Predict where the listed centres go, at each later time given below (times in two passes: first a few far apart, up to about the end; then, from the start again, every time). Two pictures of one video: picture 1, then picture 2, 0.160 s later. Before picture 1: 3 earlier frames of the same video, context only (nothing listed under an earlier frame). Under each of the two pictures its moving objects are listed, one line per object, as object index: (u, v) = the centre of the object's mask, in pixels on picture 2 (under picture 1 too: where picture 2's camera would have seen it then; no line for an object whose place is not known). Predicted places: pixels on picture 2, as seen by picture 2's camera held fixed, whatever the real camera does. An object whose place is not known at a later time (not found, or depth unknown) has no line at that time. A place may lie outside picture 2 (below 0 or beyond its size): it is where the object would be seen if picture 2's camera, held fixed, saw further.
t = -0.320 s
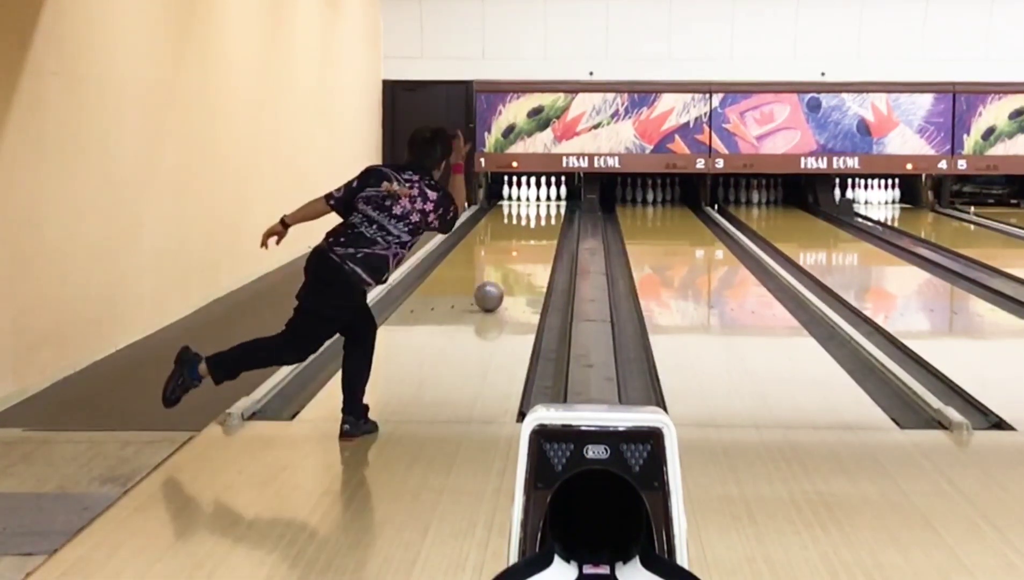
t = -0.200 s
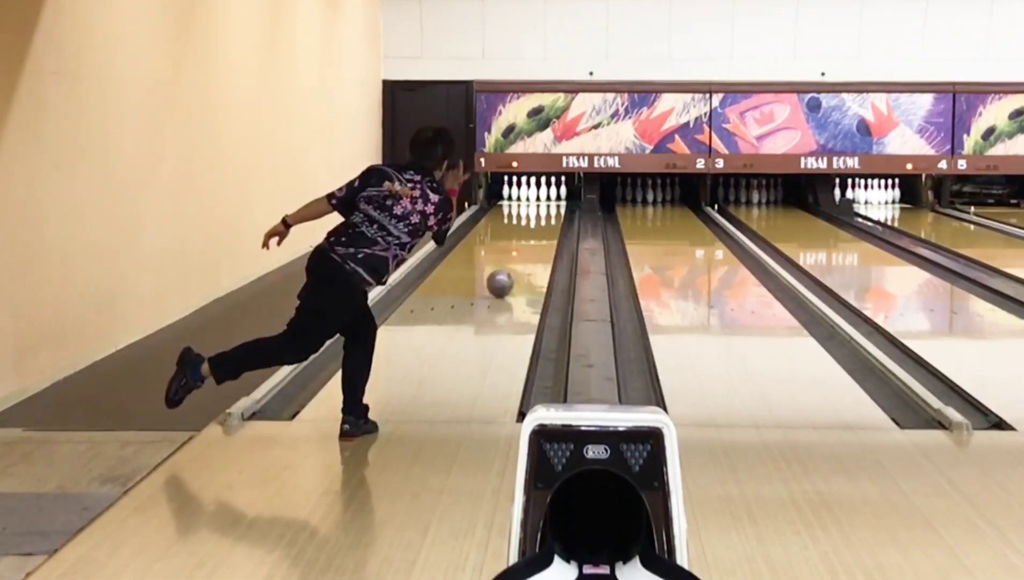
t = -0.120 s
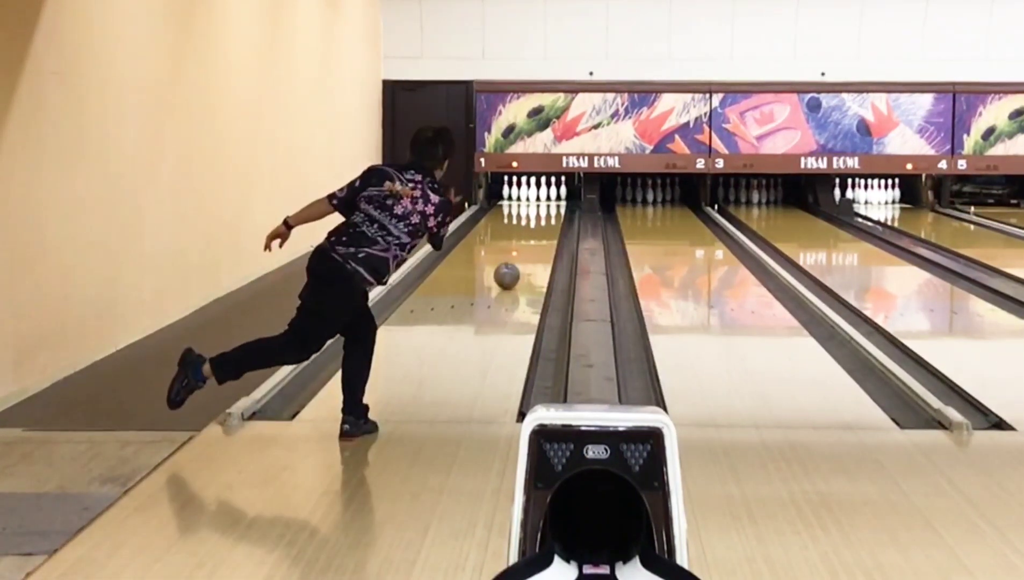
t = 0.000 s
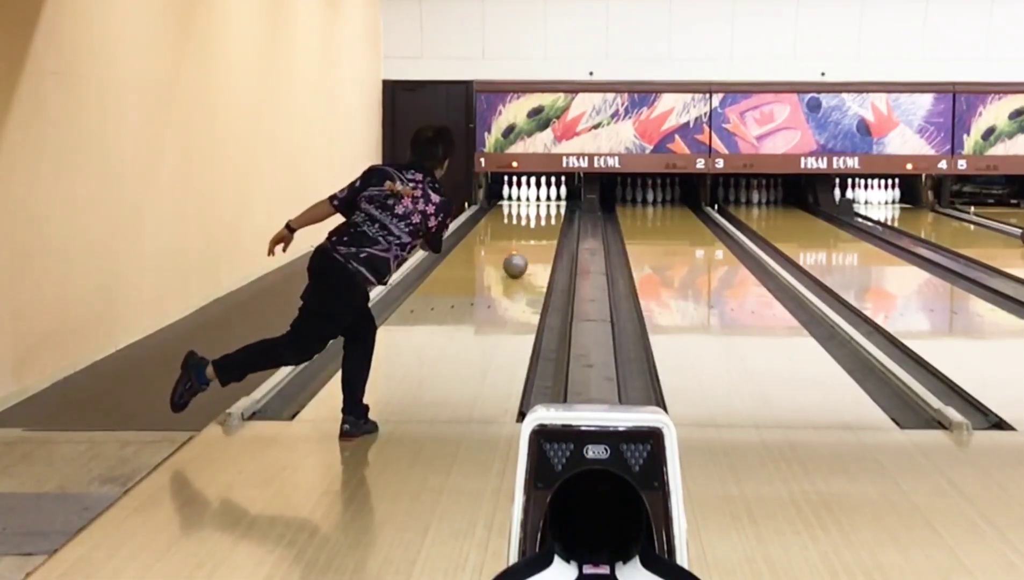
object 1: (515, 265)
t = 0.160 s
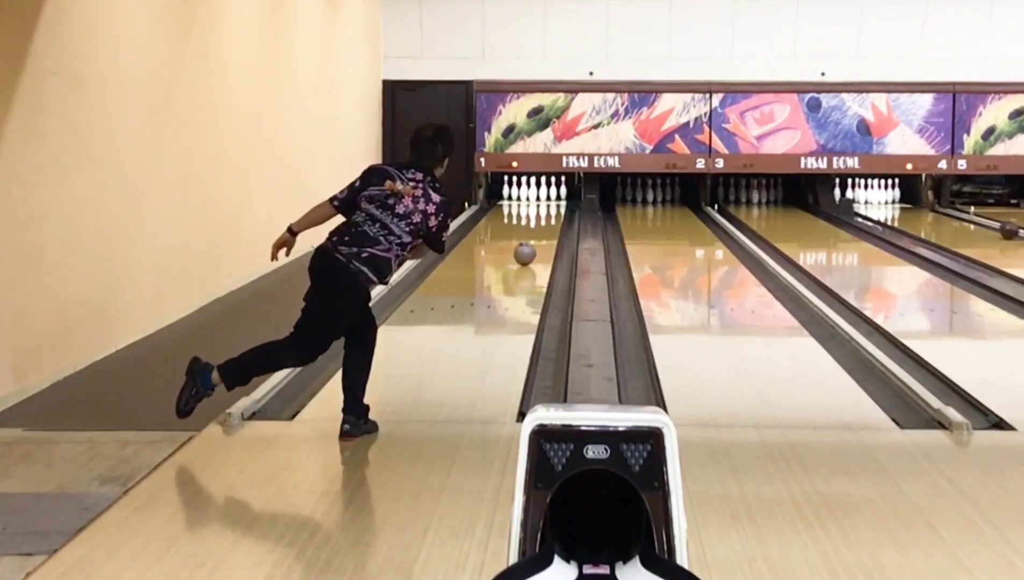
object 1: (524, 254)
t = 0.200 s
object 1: (527, 251)
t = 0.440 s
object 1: (538, 237)
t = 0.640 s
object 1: (543, 228)
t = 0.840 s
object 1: (546, 219)
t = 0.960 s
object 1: (547, 215)
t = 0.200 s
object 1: (527, 251)
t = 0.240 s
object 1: (528, 249)
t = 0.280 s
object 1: (531, 245)
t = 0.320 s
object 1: (533, 243)
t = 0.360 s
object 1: (534, 241)
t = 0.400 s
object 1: (536, 239)
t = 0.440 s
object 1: (538, 237)
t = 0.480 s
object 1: (539, 235)
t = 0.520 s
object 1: (540, 233)
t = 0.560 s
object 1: (541, 230)
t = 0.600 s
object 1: (542, 229)
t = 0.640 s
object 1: (543, 228)
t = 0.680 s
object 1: (544, 225)
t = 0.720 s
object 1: (544, 224)
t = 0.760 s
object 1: (545, 222)
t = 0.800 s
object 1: (546, 220)
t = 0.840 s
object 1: (546, 219)
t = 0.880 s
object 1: (547, 217)
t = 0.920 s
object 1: (547, 216)
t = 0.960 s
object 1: (547, 215)
